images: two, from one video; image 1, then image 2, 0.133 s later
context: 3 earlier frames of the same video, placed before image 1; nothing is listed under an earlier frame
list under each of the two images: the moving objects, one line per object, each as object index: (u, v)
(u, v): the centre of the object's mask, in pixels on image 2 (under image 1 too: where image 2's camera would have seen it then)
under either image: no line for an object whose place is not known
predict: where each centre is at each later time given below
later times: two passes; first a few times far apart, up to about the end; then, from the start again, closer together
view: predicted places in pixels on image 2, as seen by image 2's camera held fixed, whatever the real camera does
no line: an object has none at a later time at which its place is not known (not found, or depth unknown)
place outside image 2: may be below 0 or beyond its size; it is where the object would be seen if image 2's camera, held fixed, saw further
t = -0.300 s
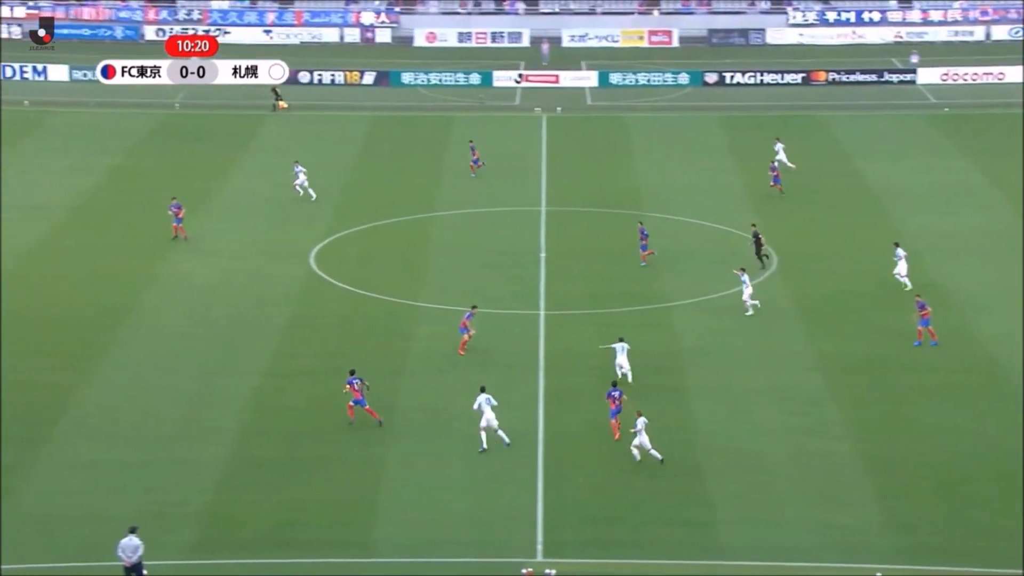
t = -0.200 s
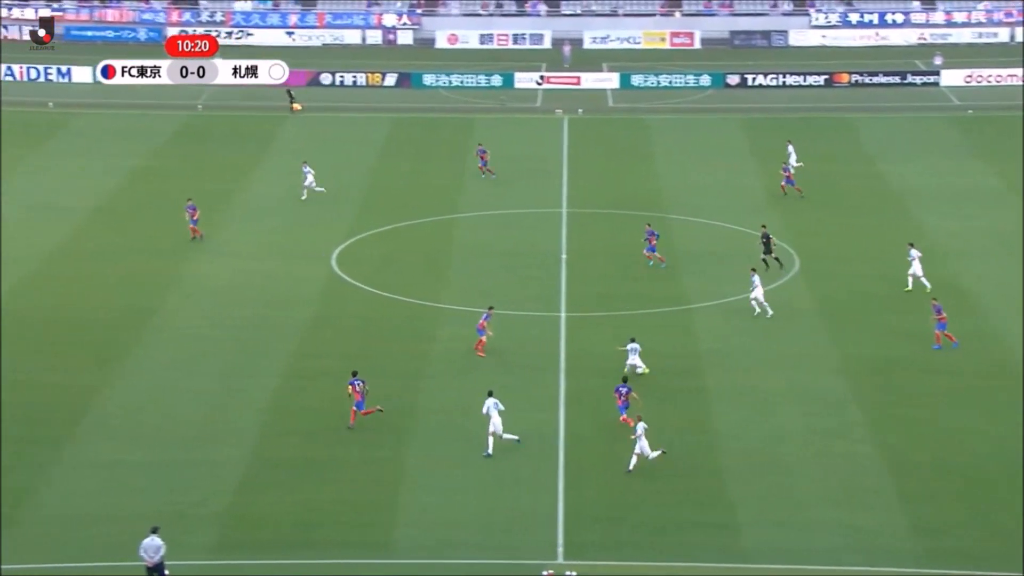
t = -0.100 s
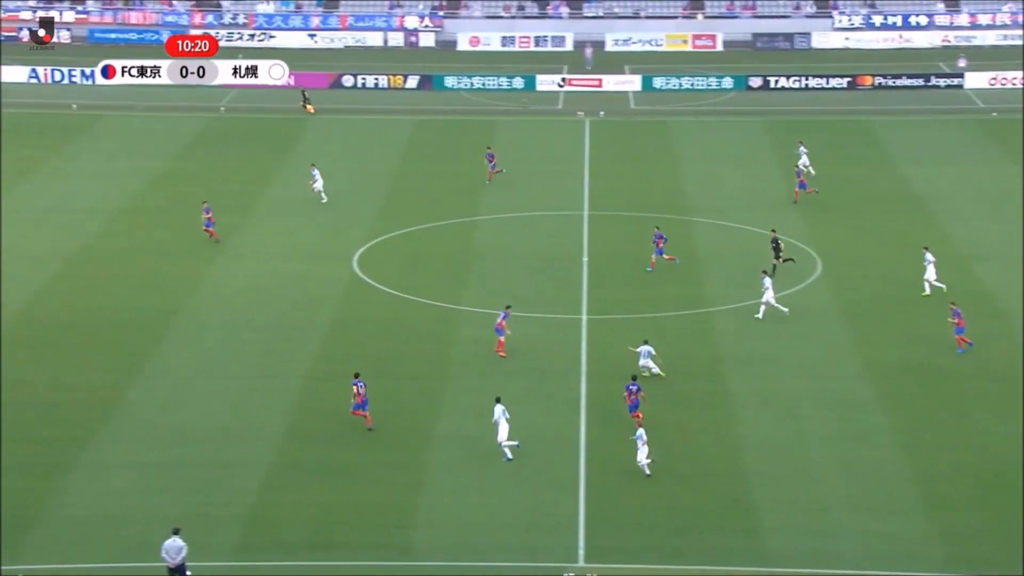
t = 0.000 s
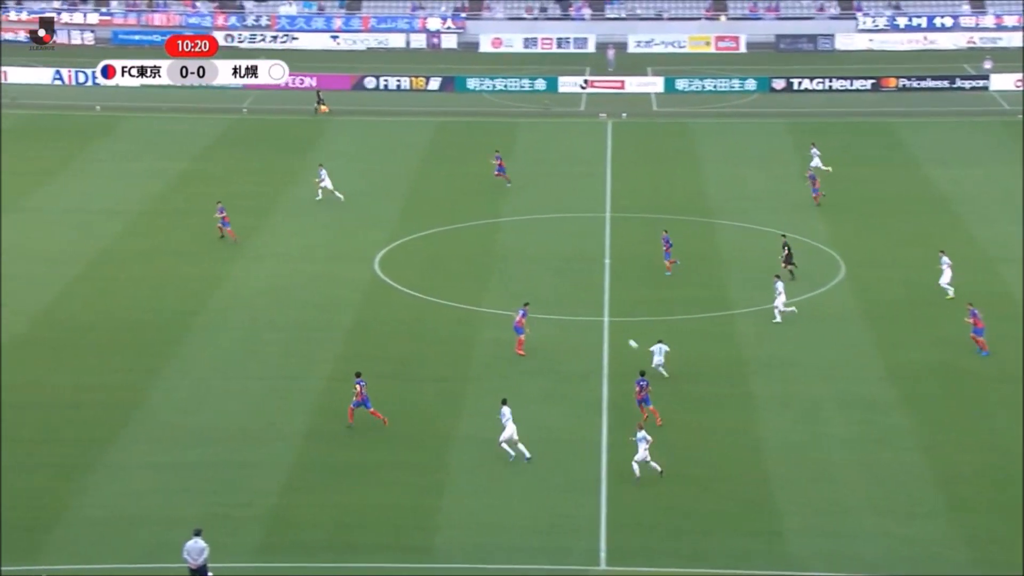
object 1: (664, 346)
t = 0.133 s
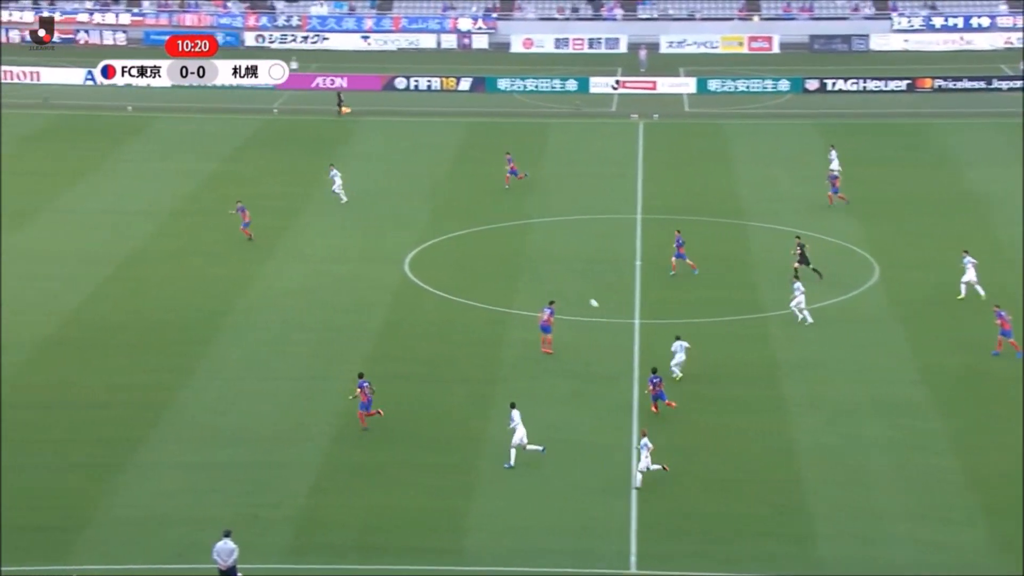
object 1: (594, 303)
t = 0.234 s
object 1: (545, 277)
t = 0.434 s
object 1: (459, 234)
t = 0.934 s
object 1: (278, 180)
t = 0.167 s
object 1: (577, 293)
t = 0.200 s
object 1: (561, 285)
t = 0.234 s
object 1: (545, 277)
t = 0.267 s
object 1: (530, 269)
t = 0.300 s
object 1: (514, 261)
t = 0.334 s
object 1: (500, 254)
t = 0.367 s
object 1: (486, 247)
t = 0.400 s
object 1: (472, 241)
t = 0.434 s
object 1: (459, 234)
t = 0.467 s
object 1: (445, 228)
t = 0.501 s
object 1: (433, 222)
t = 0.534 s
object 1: (420, 216)
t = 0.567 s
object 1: (408, 212)
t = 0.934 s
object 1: (278, 180)
